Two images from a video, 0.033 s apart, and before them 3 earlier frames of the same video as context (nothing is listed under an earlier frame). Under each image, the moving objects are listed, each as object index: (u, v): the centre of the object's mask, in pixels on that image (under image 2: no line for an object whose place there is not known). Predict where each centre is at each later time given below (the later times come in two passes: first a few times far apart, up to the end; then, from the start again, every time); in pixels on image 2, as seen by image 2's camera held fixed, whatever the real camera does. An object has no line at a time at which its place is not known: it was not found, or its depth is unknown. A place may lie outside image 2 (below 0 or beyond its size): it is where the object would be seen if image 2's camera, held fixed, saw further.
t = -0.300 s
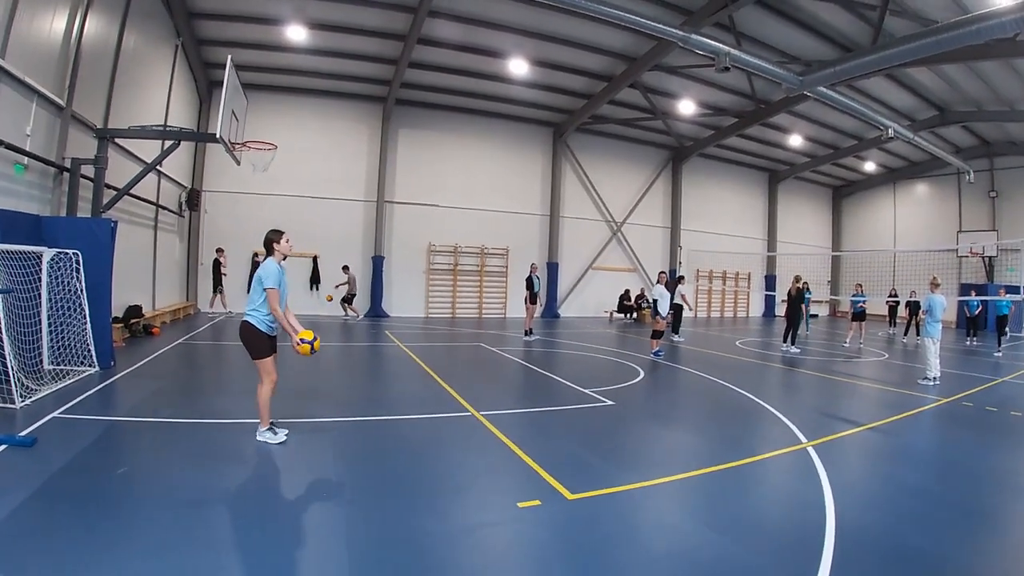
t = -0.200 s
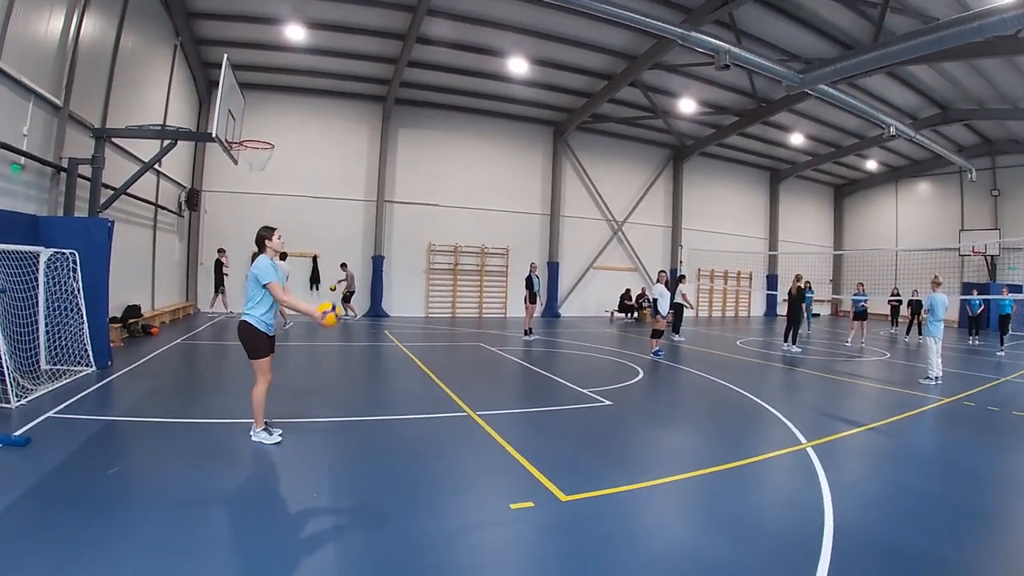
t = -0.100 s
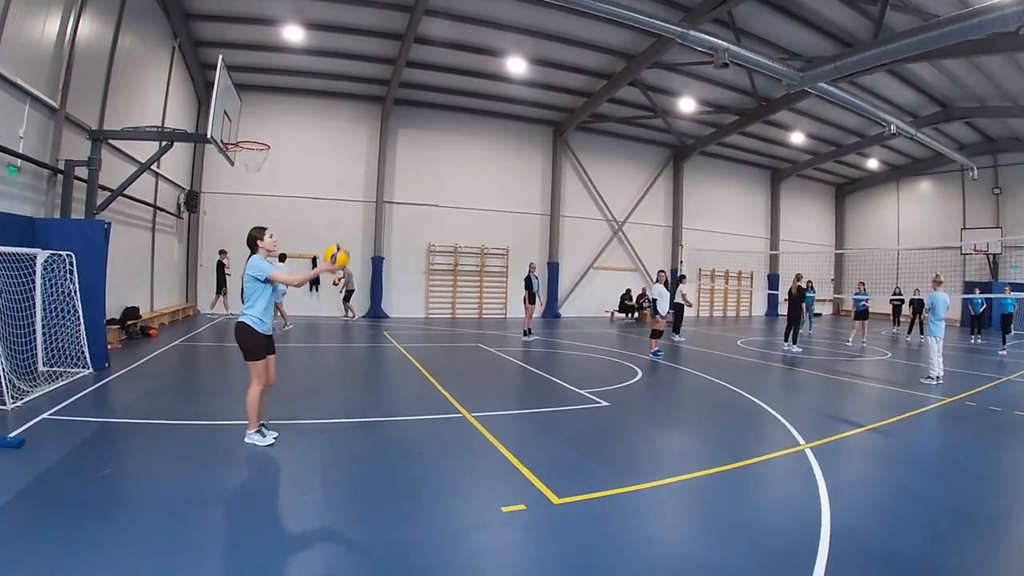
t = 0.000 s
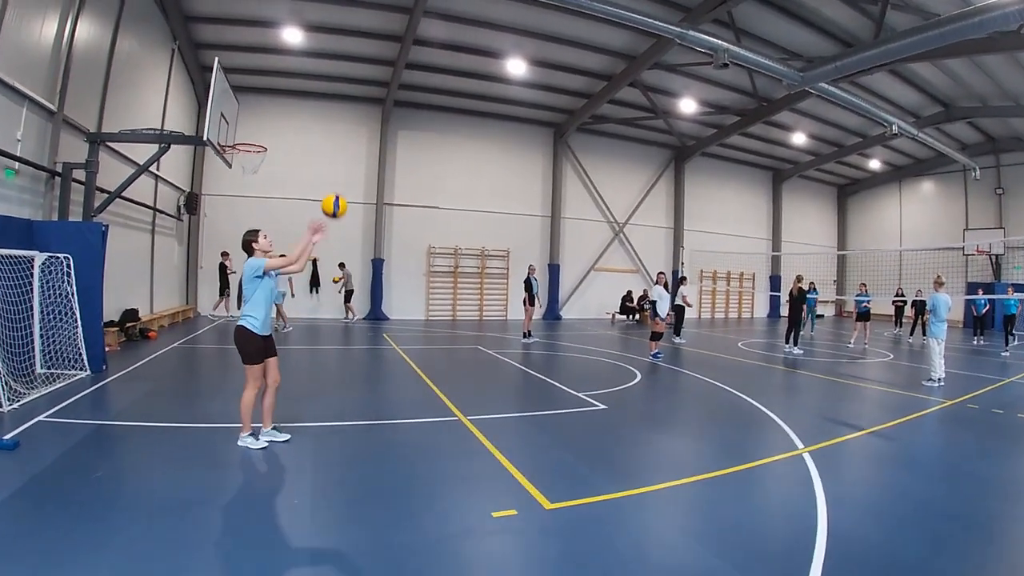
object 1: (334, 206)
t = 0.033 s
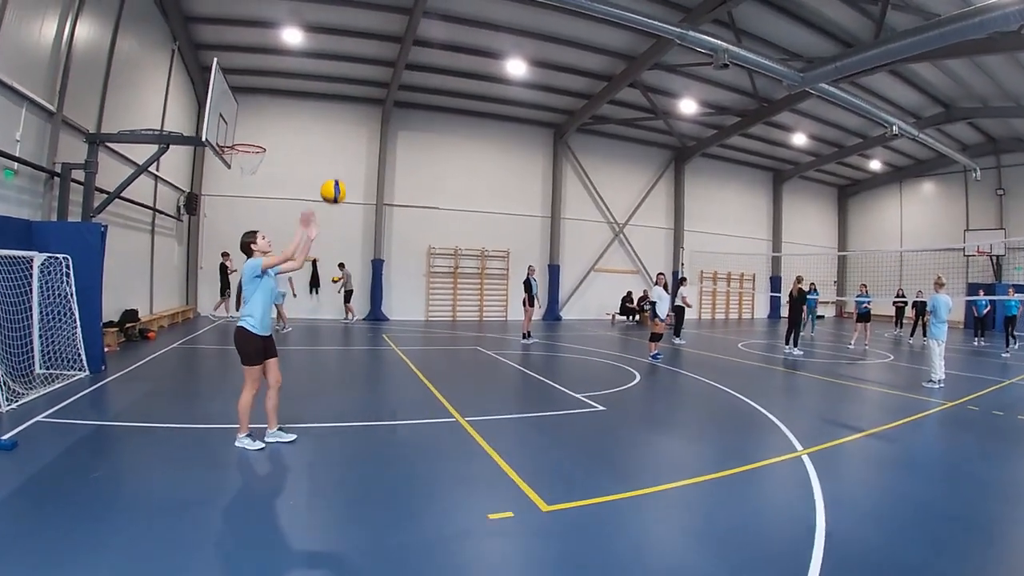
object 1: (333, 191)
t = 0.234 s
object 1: (329, 130)
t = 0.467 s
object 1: (317, 113)
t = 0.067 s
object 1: (333, 178)
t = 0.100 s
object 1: (332, 166)
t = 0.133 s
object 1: (331, 155)
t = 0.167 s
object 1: (330, 146)
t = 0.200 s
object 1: (330, 137)
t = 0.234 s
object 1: (329, 130)
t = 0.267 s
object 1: (327, 123)
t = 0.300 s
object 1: (326, 119)
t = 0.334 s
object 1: (325, 115)
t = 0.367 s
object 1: (324, 113)
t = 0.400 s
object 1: (322, 112)
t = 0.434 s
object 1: (320, 112)
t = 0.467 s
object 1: (317, 113)
